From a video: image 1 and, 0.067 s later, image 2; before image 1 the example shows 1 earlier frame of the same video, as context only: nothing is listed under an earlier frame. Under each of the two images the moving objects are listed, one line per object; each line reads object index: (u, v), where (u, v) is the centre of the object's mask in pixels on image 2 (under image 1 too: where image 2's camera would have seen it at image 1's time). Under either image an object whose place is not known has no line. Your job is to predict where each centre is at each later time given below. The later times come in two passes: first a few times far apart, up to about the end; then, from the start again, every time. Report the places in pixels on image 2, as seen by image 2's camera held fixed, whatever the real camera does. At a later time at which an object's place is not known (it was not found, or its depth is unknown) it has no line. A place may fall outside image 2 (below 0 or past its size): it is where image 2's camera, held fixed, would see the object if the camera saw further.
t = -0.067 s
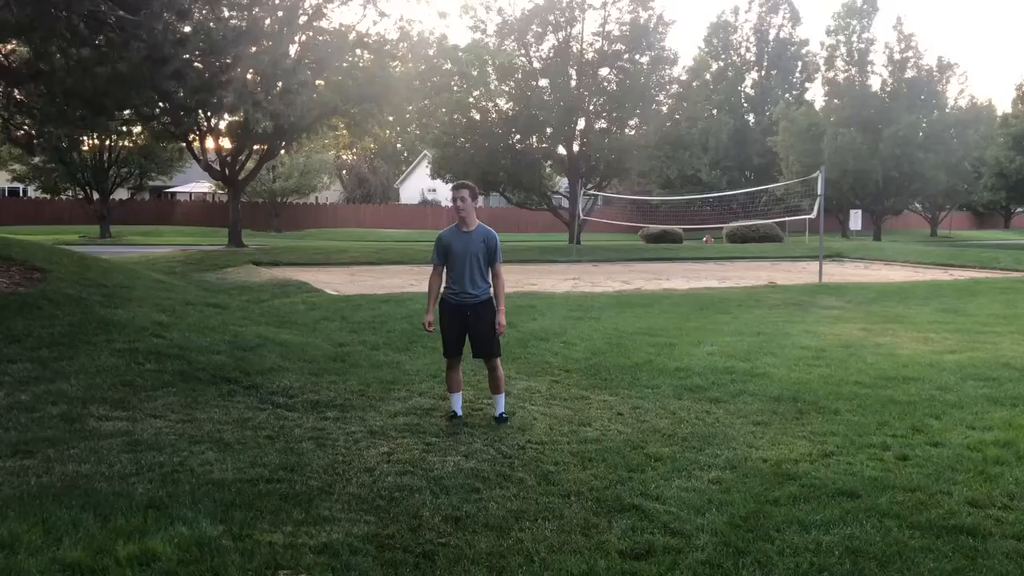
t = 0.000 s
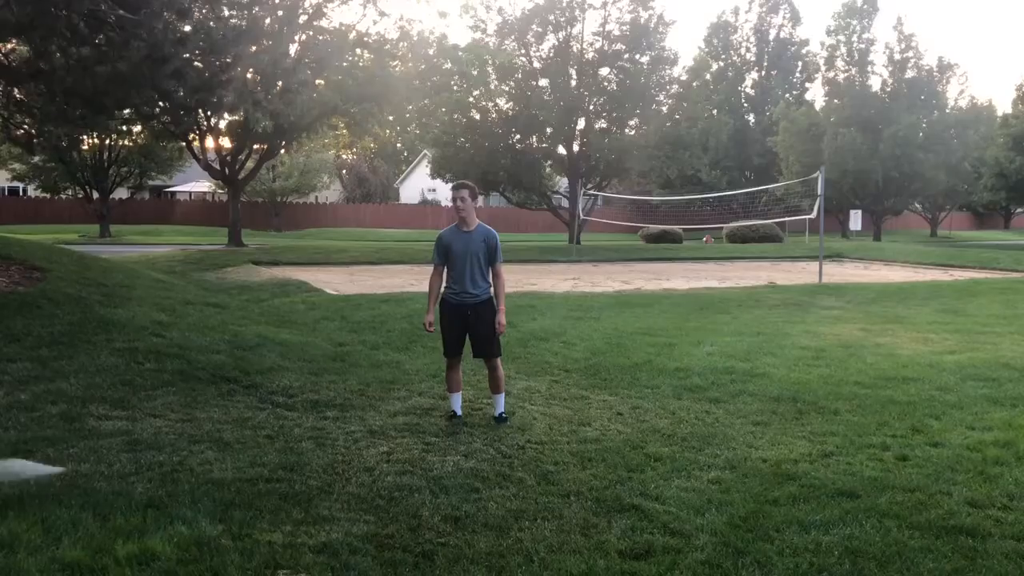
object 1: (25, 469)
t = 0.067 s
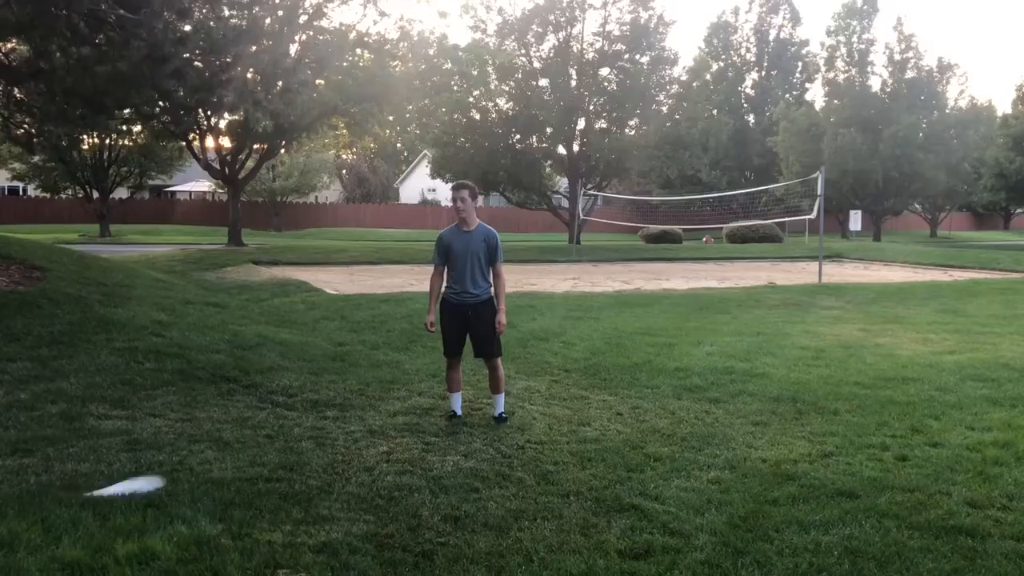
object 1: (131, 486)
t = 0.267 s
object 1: (300, 445)
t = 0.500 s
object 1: (442, 437)
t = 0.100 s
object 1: (162, 479)
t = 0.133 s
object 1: (191, 469)
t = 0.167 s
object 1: (220, 460)
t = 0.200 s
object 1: (248, 453)
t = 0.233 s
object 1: (274, 448)
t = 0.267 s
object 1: (300, 445)
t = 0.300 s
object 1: (324, 443)
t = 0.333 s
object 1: (347, 442)
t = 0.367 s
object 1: (369, 443)
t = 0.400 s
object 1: (390, 444)
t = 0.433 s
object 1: (409, 443)
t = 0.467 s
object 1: (427, 439)
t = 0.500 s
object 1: (442, 437)
